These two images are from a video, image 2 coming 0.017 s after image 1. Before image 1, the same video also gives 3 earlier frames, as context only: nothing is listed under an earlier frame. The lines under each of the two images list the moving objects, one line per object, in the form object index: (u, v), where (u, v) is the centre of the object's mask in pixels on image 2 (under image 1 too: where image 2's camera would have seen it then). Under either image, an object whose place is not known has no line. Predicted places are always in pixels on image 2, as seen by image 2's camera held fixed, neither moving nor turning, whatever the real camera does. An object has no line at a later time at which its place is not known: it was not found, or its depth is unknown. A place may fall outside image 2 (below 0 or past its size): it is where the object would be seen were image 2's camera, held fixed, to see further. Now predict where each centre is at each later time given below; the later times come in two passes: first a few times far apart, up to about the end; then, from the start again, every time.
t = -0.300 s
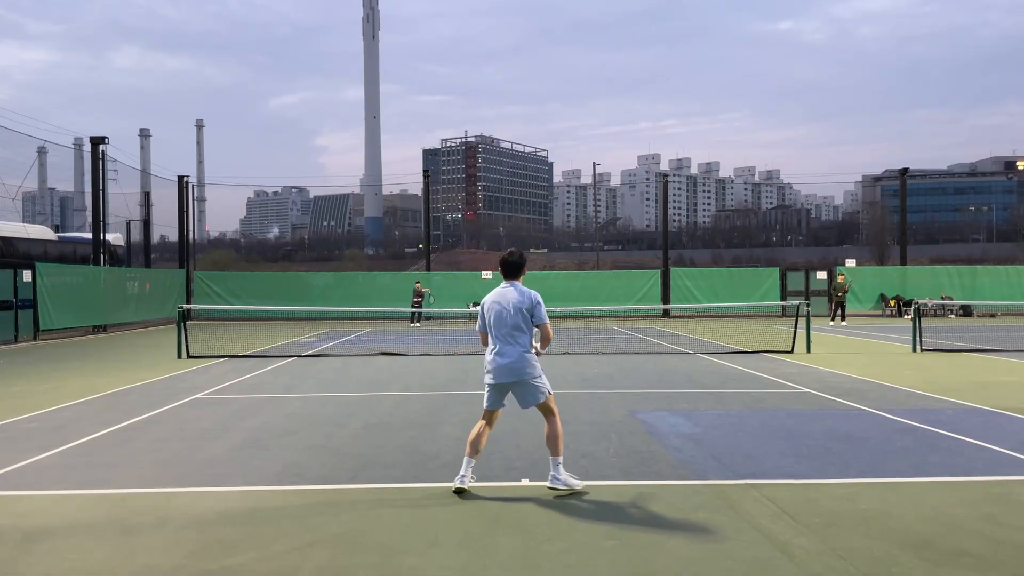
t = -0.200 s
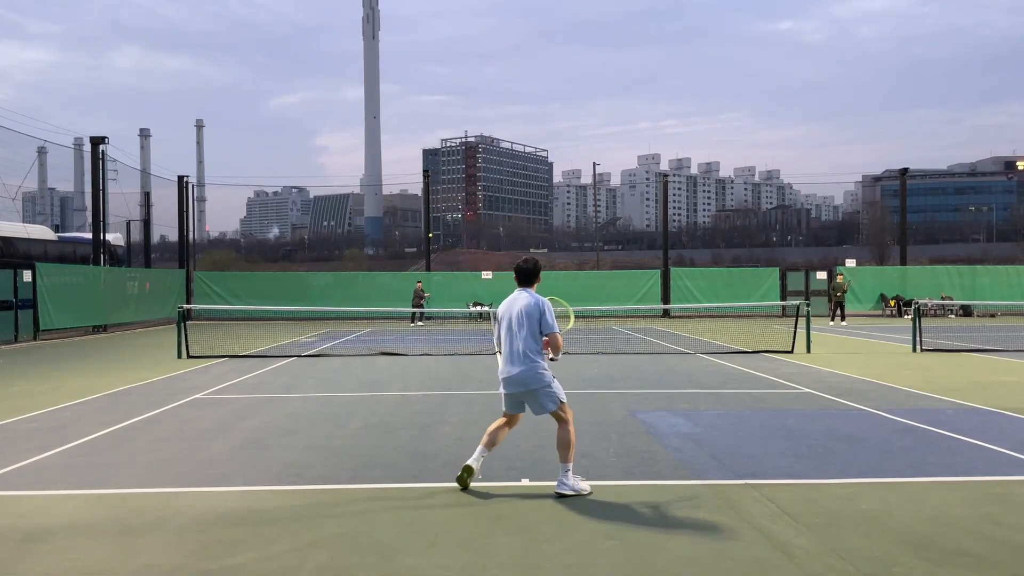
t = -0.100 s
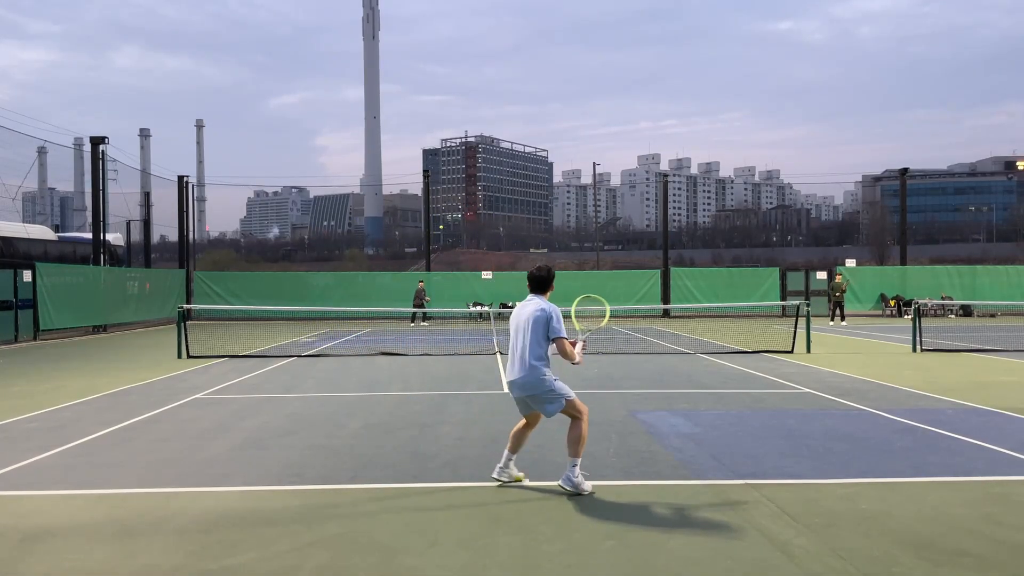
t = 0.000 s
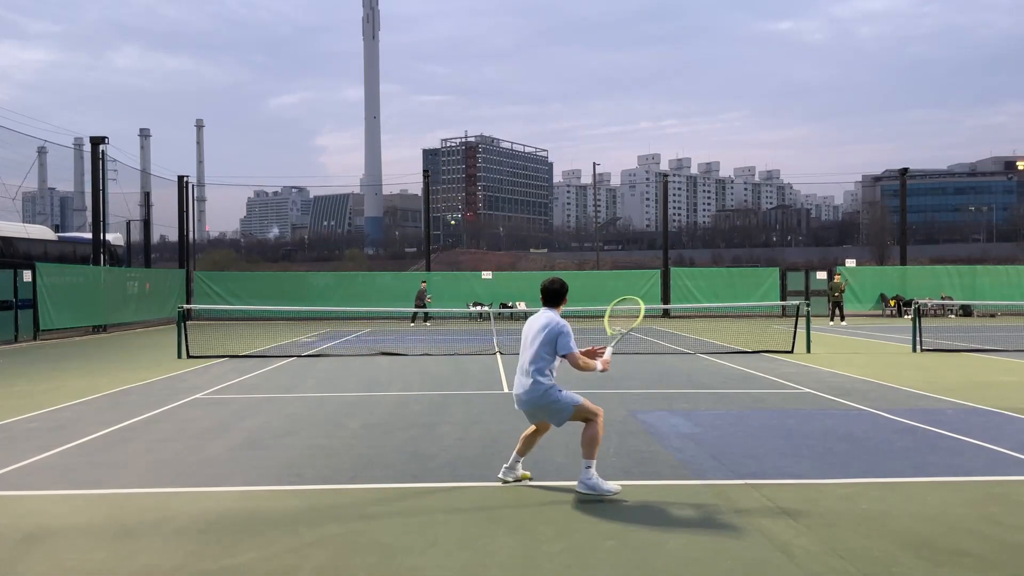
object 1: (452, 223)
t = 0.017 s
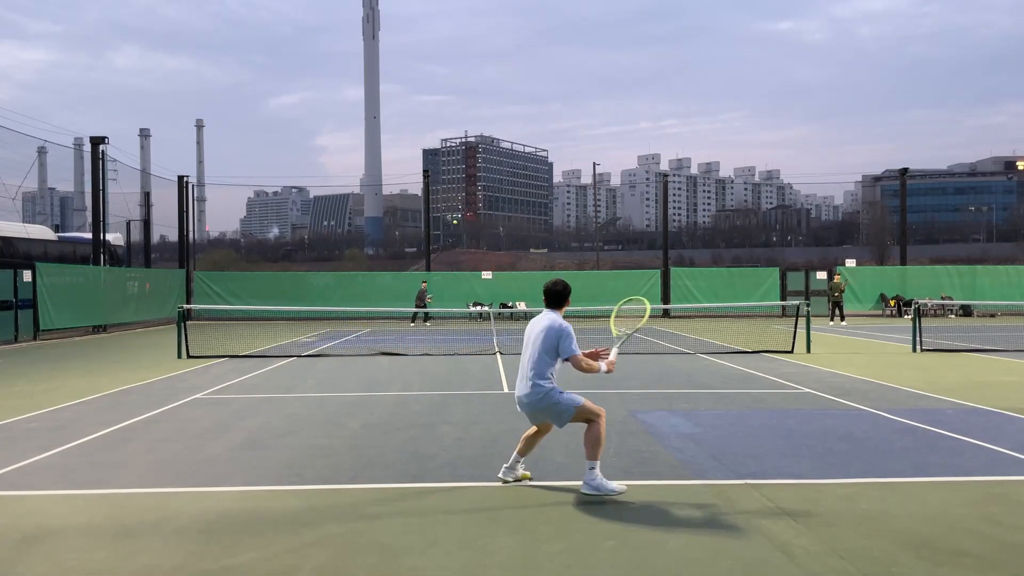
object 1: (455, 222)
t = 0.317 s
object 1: (500, 241)
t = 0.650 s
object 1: (584, 371)
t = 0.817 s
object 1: (631, 388)
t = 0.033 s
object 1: (457, 222)
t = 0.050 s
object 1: (459, 222)
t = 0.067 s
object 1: (461, 222)
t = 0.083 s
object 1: (463, 222)
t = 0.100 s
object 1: (466, 222)
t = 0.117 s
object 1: (468, 223)
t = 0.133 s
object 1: (471, 223)
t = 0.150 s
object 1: (473, 224)
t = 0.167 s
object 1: (475, 225)
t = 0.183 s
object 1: (478, 226)
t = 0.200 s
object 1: (481, 227)
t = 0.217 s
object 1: (483, 229)
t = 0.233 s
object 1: (486, 230)
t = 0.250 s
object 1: (489, 232)
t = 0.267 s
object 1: (491, 234)
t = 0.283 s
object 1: (494, 236)
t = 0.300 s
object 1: (497, 239)
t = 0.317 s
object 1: (500, 241)
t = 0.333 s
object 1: (503, 244)
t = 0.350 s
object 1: (506, 248)
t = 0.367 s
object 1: (510, 251)
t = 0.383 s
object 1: (513, 255)
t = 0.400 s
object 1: (516, 259)
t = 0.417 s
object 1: (520, 264)
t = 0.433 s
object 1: (524, 268)
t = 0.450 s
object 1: (527, 273)
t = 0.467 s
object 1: (531, 279)
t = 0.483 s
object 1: (535, 284)
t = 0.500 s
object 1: (540, 291)
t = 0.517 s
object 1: (544, 298)
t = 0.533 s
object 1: (548, 304)
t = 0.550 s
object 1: (553, 313)
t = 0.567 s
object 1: (558, 321)
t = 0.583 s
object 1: (562, 329)
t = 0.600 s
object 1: (568, 339)
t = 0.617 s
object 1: (573, 350)
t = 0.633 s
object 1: (579, 360)
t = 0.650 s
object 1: (584, 371)
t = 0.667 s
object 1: (590, 384)
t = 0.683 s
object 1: (597, 397)
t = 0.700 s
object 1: (603, 410)
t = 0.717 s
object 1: (610, 427)
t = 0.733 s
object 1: (615, 427)
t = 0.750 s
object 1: (618, 419)
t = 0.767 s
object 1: (622, 411)
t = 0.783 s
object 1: (625, 403)
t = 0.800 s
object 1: (628, 396)
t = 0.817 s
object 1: (631, 388)
